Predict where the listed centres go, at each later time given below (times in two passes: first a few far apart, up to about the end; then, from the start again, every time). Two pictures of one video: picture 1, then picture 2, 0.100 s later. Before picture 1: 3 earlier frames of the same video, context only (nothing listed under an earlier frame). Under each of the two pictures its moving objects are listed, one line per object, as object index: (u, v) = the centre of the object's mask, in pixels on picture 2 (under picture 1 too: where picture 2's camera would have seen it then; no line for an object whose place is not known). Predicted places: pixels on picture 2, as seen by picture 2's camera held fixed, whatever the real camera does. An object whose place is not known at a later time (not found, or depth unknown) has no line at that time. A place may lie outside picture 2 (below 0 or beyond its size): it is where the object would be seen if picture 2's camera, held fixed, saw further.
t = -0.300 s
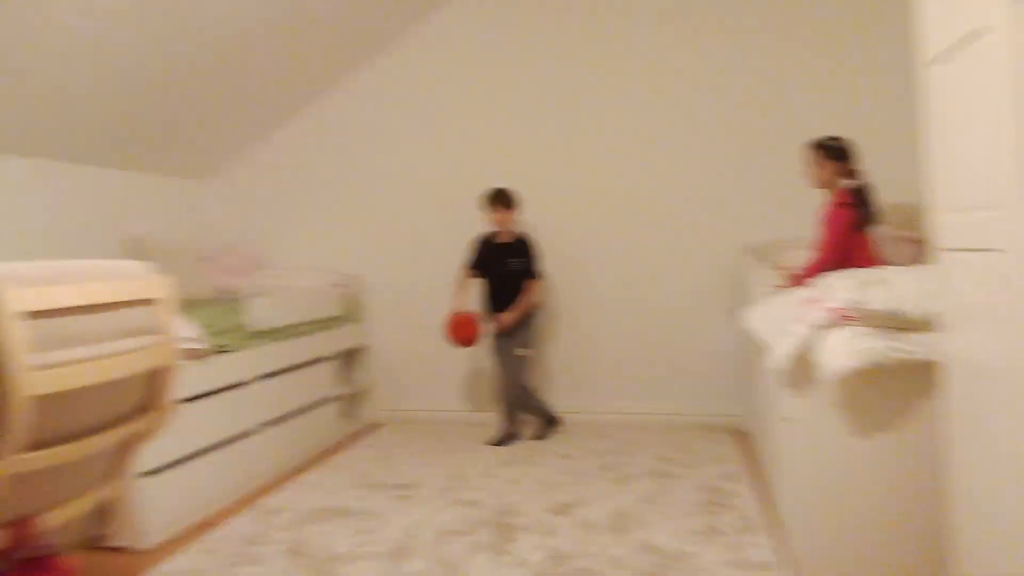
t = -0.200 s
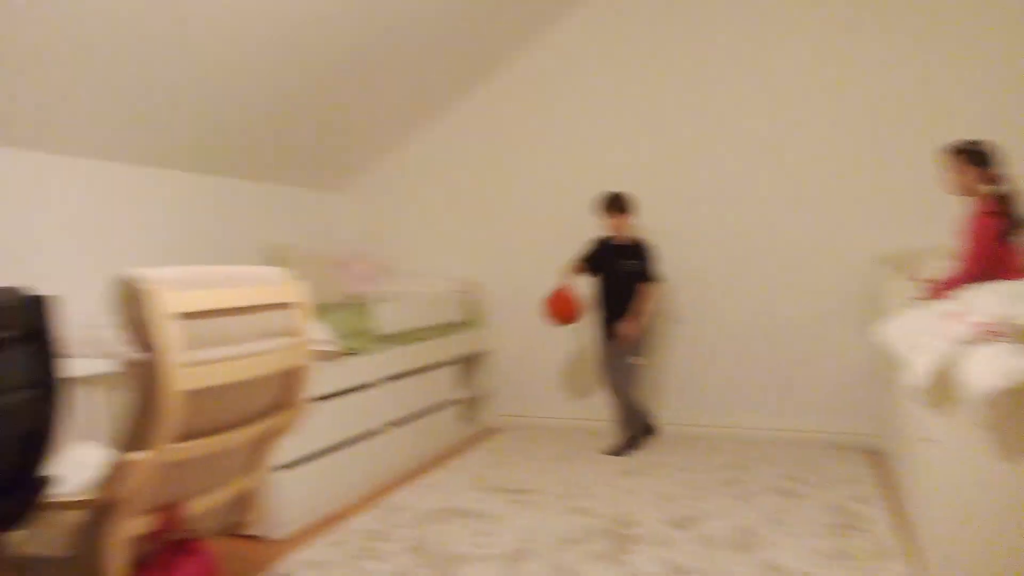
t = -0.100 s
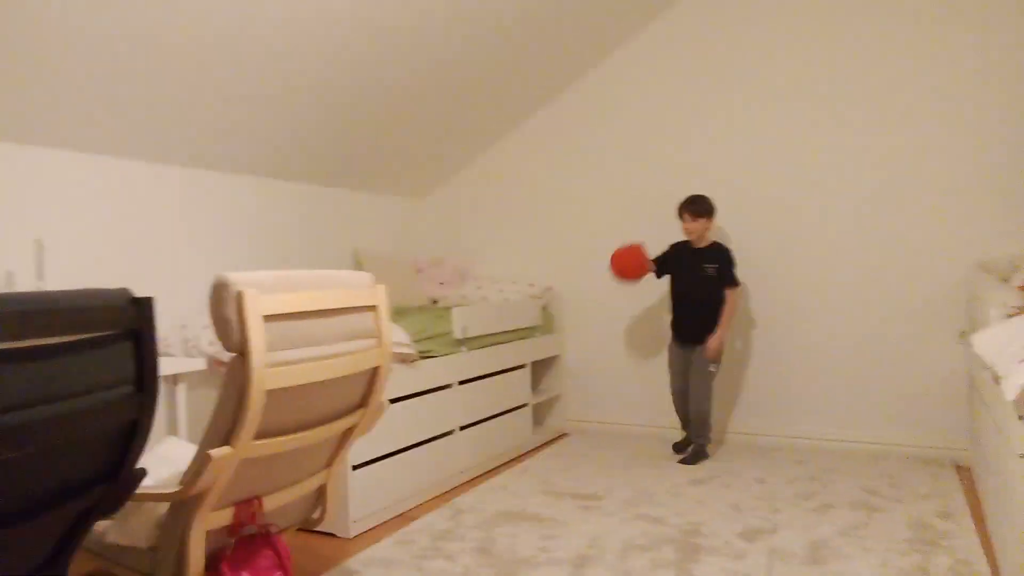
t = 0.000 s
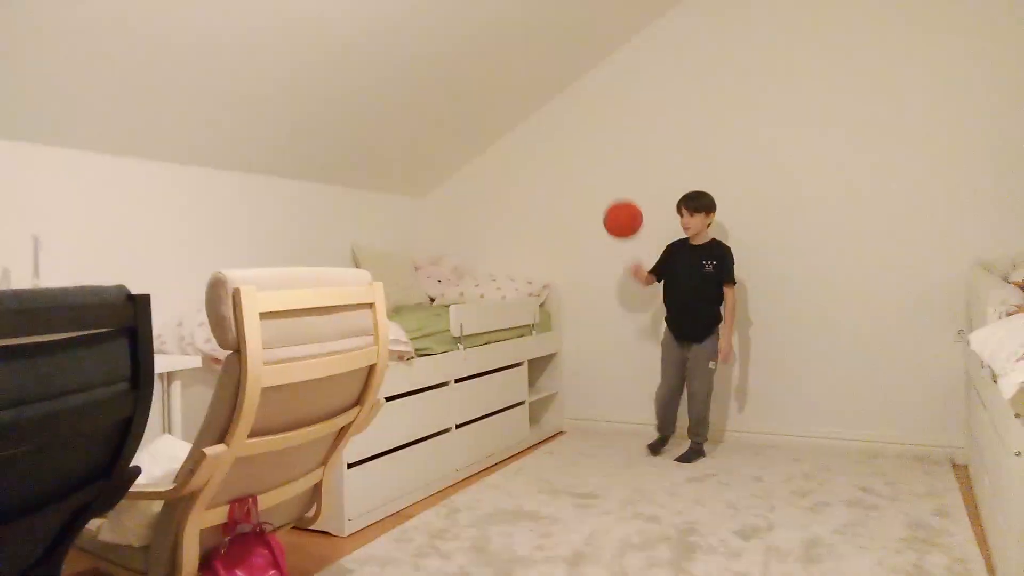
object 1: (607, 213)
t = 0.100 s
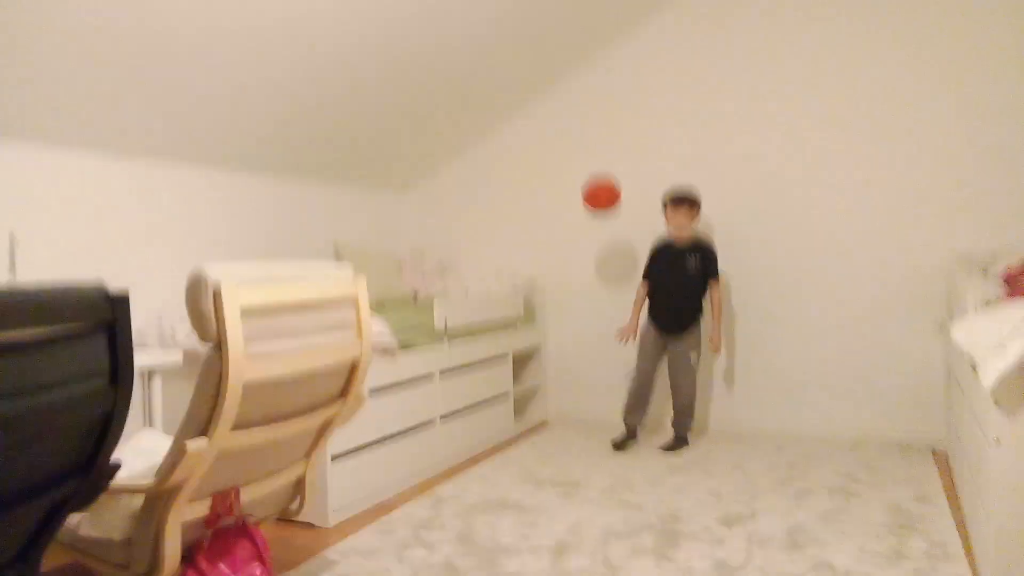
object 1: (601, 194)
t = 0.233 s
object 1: (594, 193)
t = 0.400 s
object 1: (586, 246)
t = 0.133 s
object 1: (600, 183)
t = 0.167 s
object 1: (598, 187)
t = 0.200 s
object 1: (595, 189)
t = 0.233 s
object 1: (594, 193)
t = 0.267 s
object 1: (592, 198)
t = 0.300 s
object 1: (591, 207)
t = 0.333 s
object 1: (589, 218)
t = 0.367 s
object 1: (588, 231)
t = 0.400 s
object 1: (586, 246)
